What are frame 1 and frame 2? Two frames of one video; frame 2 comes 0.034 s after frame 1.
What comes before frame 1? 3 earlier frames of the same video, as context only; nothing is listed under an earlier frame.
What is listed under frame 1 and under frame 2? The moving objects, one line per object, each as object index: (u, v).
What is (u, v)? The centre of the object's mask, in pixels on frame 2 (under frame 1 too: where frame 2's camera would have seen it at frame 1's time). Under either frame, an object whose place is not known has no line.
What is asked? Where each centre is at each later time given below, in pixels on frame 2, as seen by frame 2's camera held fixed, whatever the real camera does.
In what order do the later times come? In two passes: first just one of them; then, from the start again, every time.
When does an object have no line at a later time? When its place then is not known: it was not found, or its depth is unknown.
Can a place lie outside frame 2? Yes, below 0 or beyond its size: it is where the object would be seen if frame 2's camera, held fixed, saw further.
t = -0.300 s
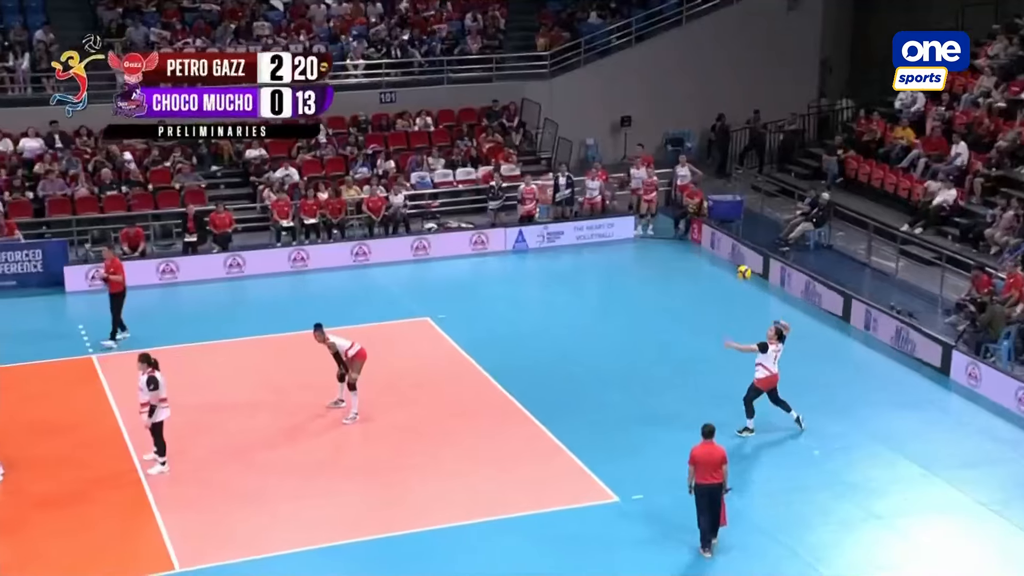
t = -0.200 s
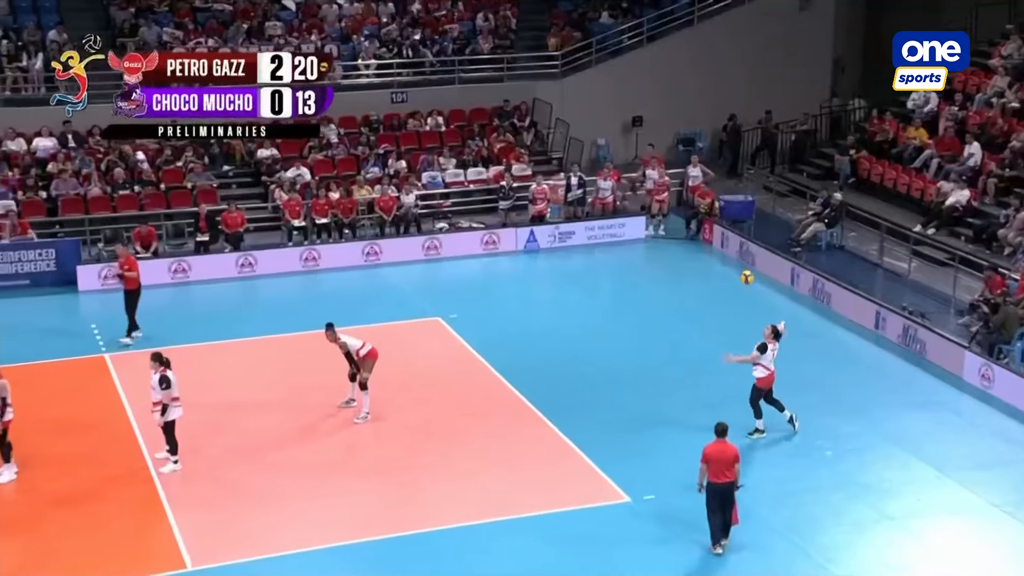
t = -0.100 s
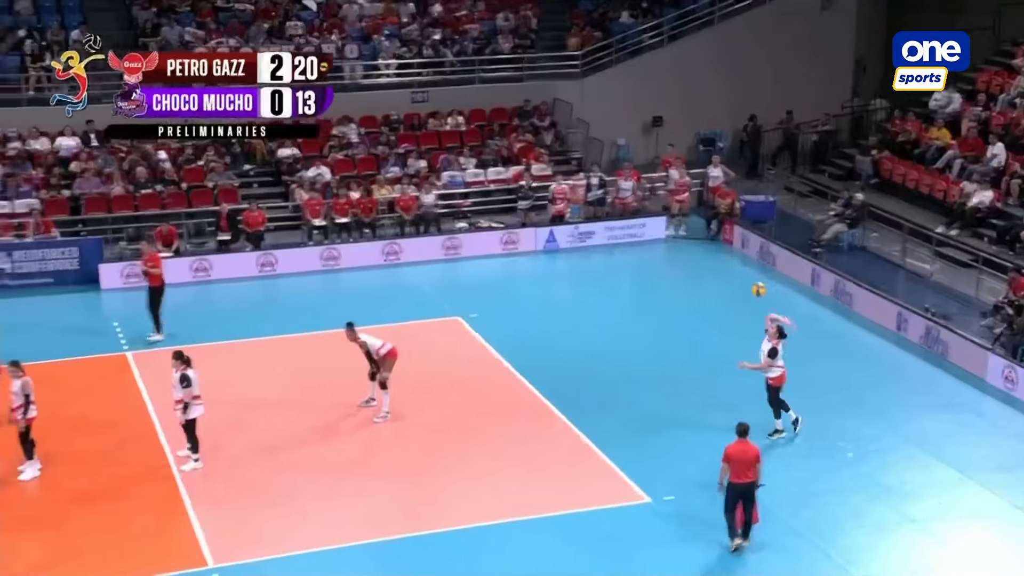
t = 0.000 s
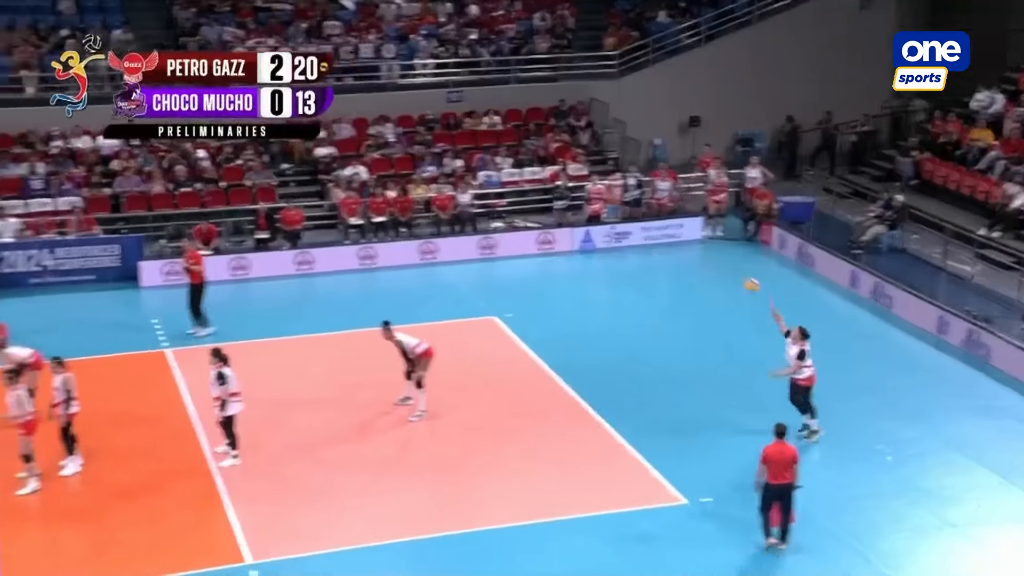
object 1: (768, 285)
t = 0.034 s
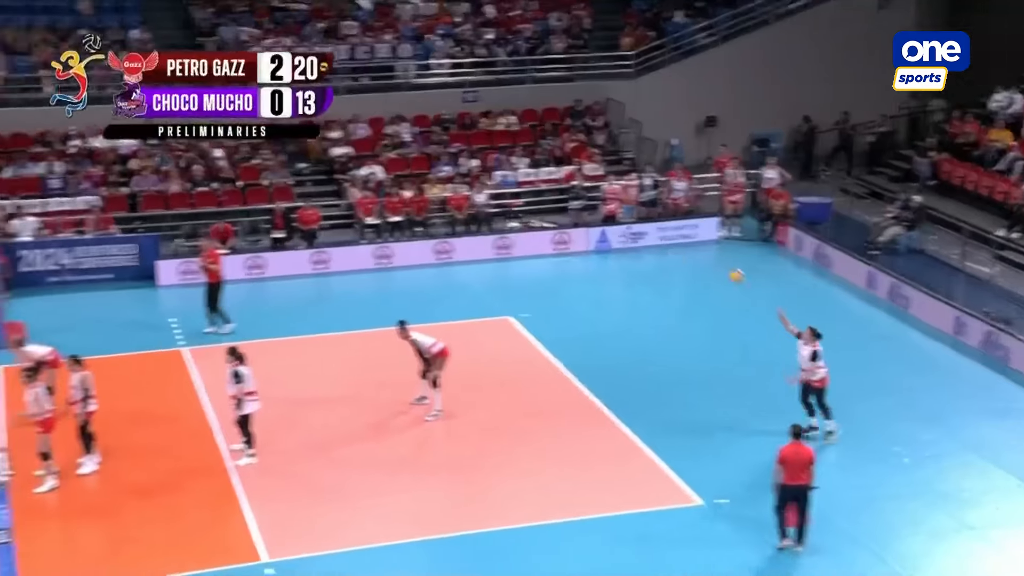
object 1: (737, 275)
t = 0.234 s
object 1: (554, 227)
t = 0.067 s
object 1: (707, 266)
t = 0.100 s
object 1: (675, 257)
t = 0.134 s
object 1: (645, 249)
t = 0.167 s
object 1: (614, 242)
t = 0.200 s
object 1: (584, 233)
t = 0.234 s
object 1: (554, 227)
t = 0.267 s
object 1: (524, 221)
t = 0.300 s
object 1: (494, 215)
